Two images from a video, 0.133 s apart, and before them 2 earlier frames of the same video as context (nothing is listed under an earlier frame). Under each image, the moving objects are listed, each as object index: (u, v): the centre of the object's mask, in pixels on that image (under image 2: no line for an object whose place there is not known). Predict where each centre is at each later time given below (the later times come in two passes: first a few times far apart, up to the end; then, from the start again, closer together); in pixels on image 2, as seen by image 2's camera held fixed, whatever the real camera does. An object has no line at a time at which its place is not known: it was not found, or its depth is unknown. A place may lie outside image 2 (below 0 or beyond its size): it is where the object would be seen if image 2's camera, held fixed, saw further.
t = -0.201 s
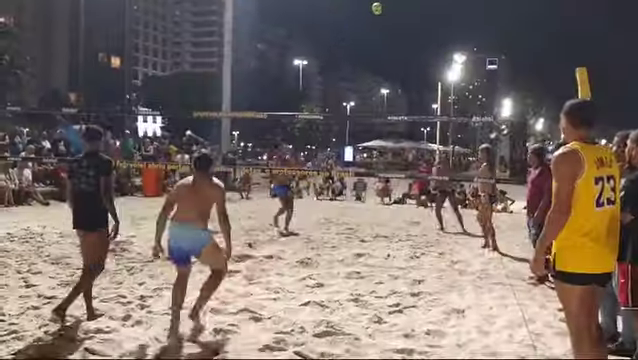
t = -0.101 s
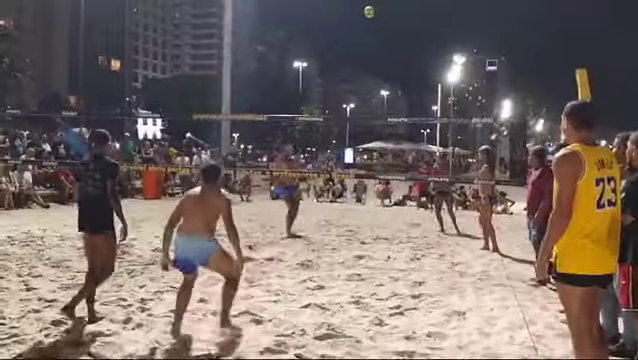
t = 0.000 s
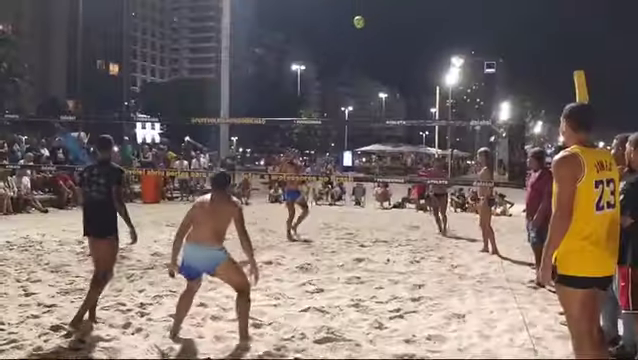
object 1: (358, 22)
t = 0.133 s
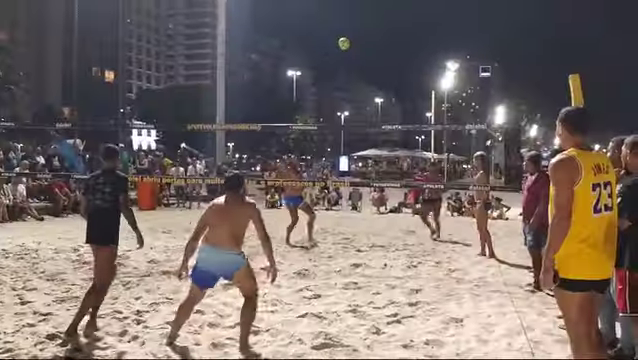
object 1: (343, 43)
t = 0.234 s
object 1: (335, 61)
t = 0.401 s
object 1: (321, 103)
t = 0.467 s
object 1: (318, 119)
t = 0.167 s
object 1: (341, 49)
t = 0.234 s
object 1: (335, 61)
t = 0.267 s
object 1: (332, 68)
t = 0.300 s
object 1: (330, 76)
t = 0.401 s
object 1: (321, 103)
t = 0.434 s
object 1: (319, 112)
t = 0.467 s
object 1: (318, 119)
